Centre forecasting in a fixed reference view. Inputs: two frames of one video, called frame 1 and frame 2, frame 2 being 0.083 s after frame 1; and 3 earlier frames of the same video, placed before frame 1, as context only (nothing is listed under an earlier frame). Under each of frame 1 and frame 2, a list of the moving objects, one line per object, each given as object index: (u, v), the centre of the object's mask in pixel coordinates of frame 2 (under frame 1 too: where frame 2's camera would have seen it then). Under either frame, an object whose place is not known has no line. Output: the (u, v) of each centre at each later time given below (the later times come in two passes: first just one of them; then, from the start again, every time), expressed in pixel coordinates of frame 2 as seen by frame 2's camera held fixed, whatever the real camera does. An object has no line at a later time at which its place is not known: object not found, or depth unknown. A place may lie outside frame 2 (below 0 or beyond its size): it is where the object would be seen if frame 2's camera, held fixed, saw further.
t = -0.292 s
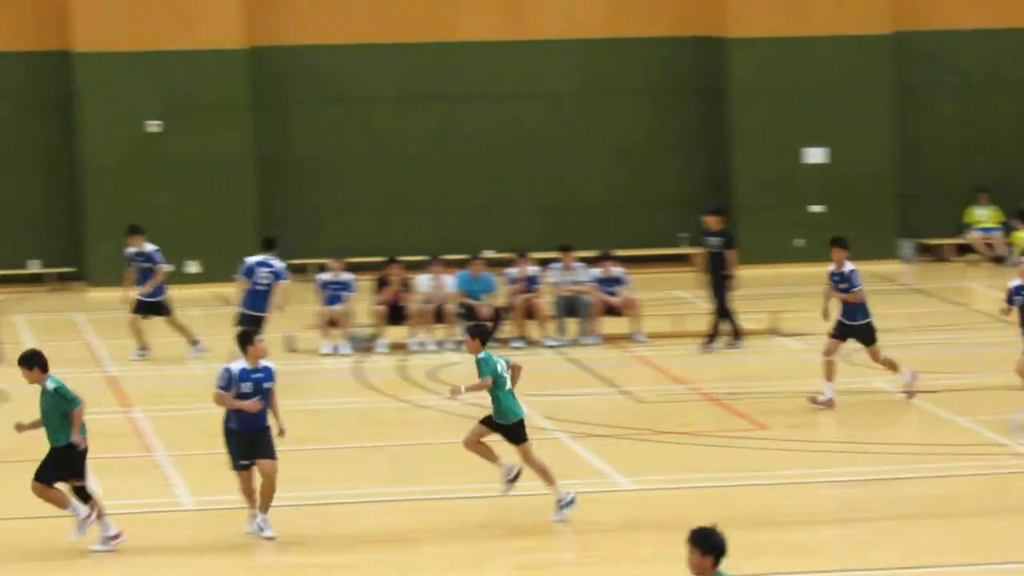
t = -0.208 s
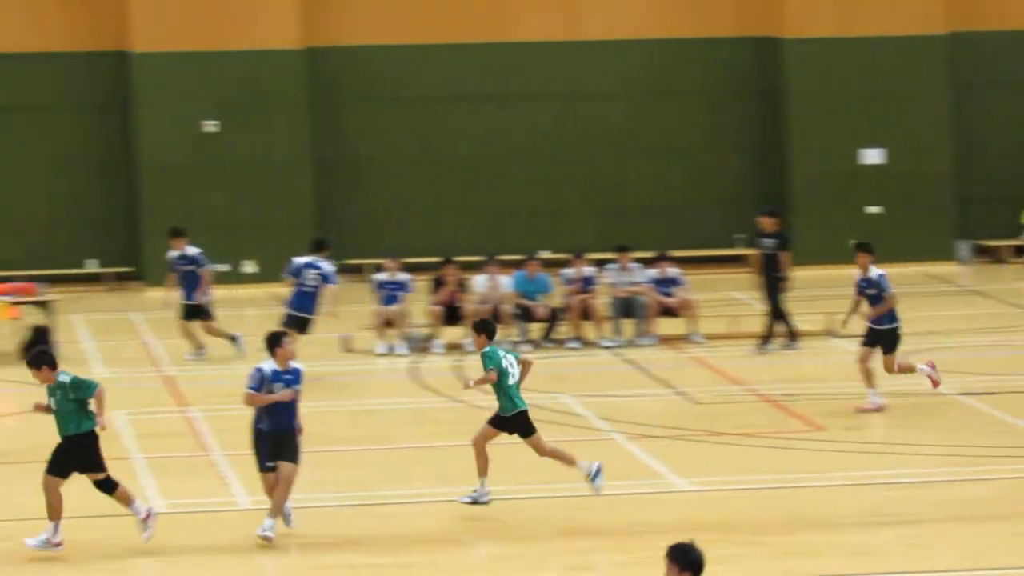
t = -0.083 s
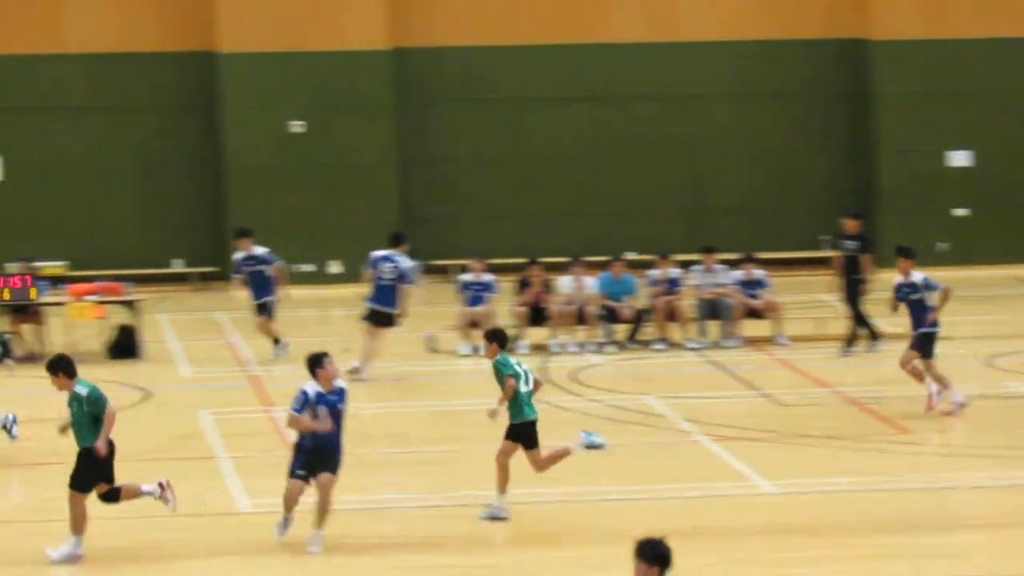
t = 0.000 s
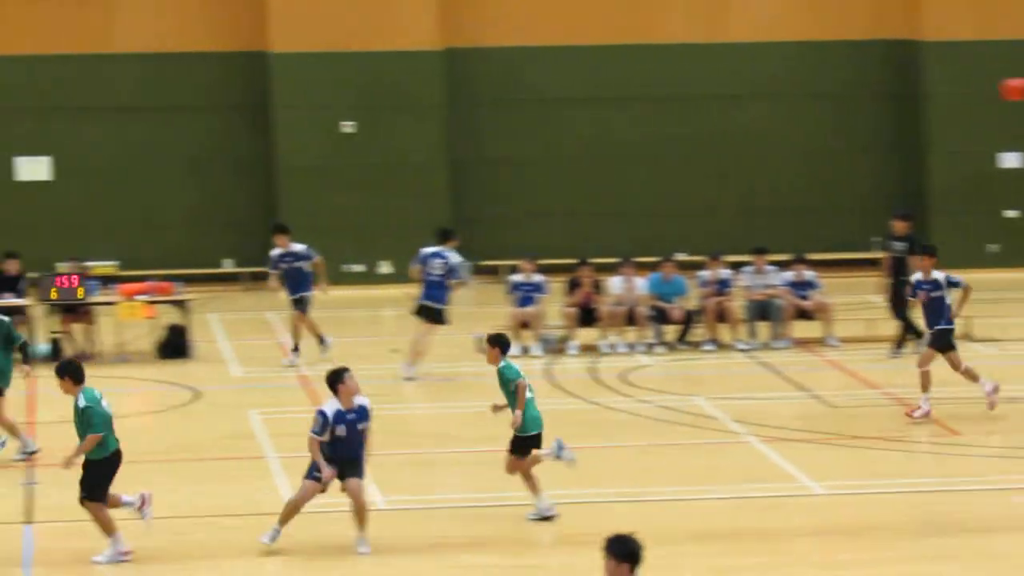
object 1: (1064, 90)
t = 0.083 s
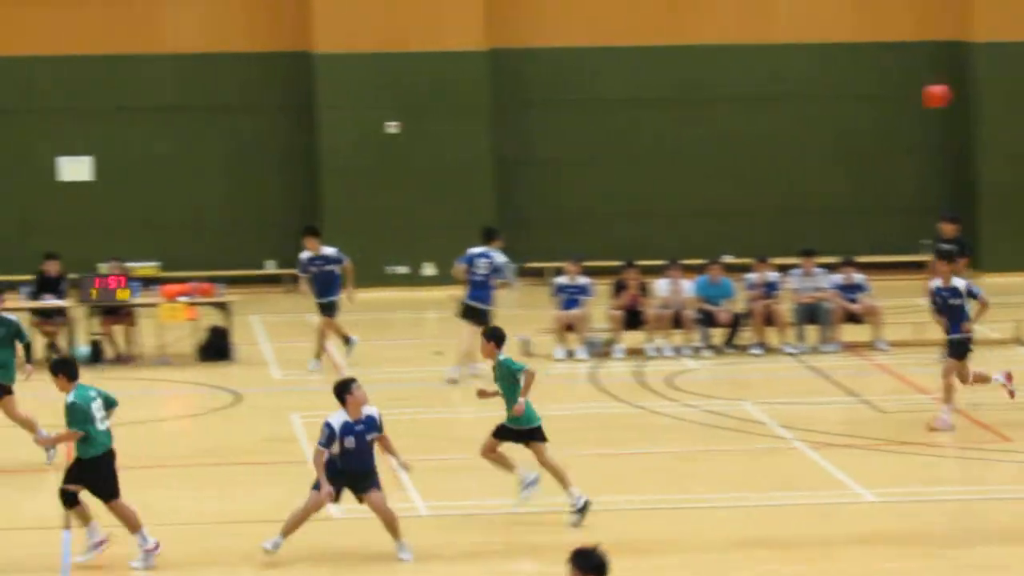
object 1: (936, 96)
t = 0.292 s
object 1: (618, 132)
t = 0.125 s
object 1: (872, 99)
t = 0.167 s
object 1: (811, 104)
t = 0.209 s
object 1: (746, 110)
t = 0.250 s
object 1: (682, 120)
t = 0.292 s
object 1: (618, 132)
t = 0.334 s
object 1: (552, 147)
